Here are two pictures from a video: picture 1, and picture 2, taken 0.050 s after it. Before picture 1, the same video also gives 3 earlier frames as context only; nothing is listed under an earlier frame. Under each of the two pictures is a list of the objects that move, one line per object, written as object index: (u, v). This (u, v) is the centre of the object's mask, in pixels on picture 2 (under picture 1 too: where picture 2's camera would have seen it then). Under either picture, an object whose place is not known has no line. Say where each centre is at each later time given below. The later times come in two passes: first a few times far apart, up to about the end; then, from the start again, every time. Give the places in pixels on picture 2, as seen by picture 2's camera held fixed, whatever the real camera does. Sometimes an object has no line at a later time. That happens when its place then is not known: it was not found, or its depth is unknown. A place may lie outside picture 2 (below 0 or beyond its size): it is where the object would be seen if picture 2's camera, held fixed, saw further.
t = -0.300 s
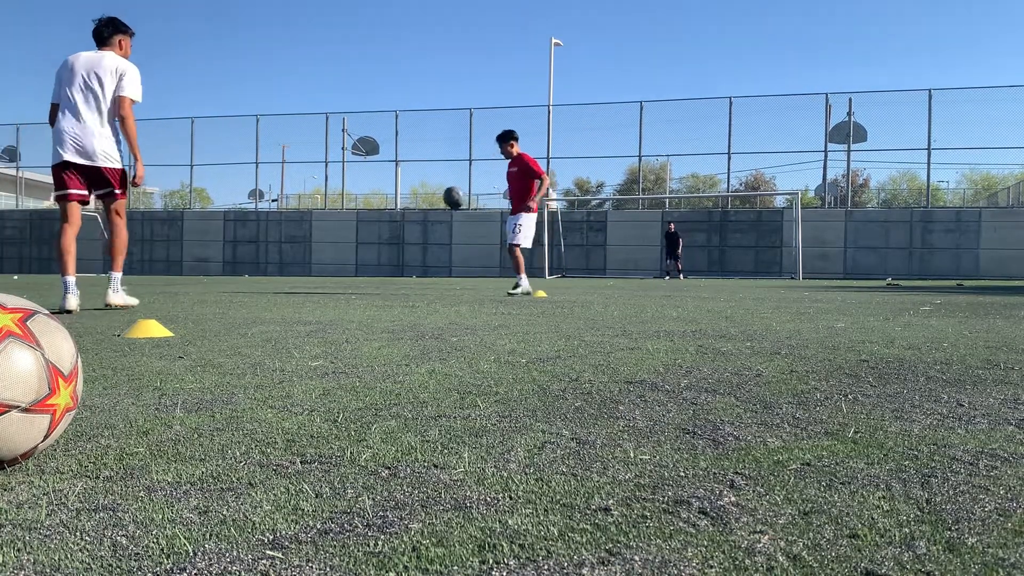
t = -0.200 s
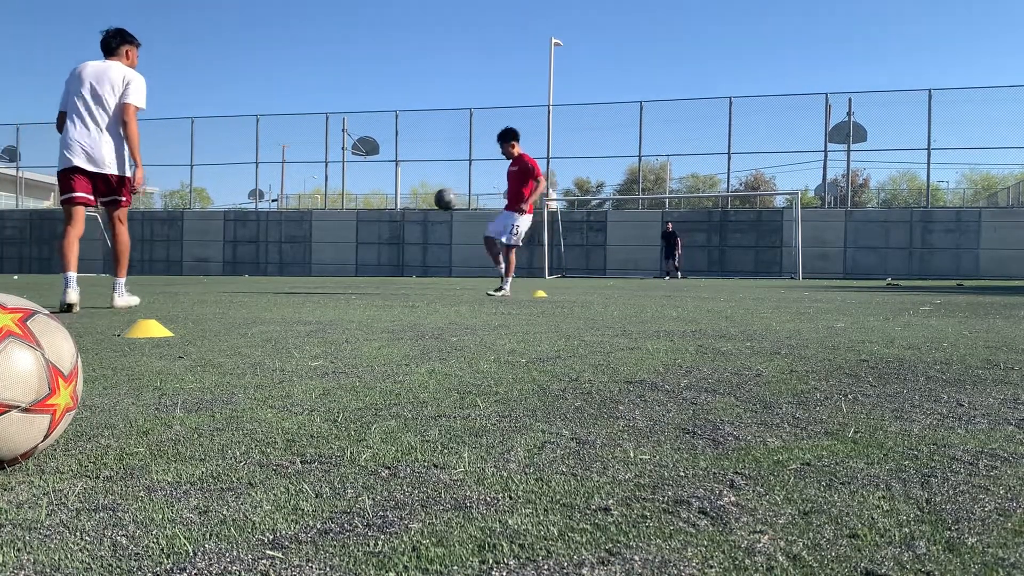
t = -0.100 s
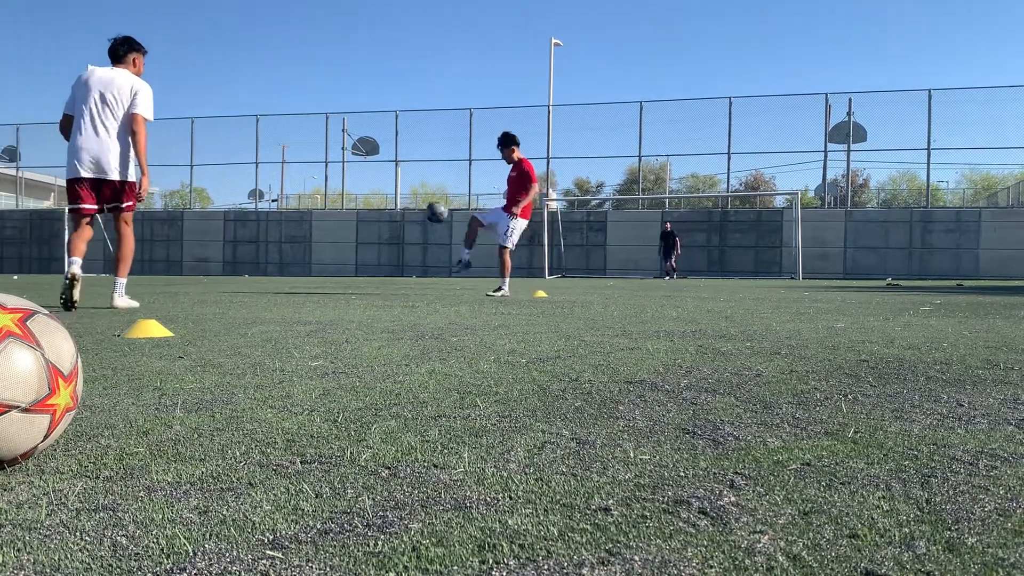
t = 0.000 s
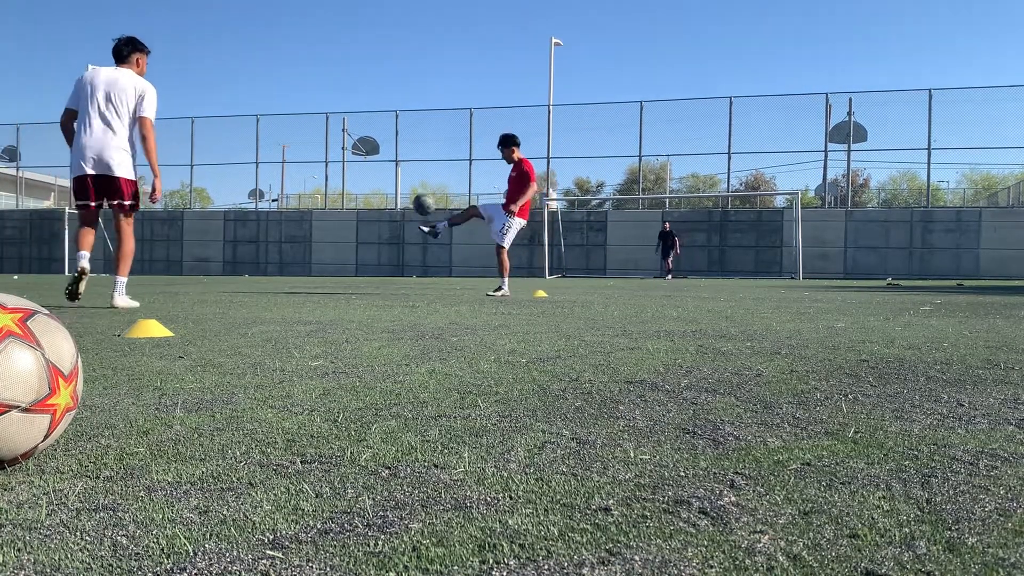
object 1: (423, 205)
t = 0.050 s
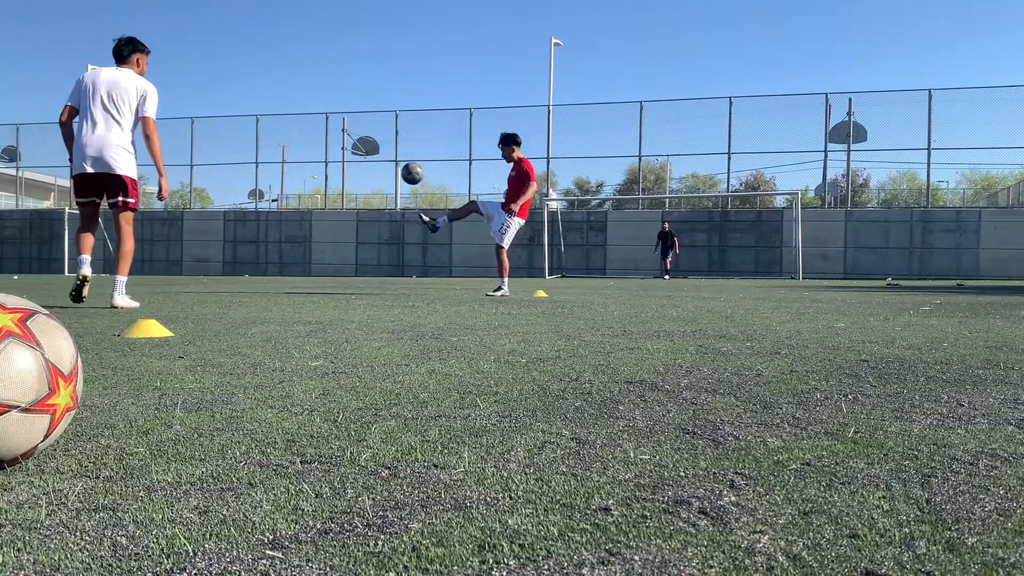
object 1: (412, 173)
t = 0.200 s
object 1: (379, 96)
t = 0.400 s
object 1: (334, 28)
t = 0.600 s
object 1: (290, 6)
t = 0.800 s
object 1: (247, 18)
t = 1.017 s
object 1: (203, 79)
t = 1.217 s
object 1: (164, 176)
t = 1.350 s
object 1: (141, 260)
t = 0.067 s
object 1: (408, 164)
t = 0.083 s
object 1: (405, 154)
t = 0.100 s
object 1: (401, 145)
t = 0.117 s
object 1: (397, 137)
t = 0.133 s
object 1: (393, 128)
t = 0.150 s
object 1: (390, 119)
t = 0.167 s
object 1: (386, 111)
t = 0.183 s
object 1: (382, 103)
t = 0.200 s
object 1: (379, 96)
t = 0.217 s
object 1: (375, 88)
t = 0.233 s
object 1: (371, 82)
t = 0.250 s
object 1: (367, 75)
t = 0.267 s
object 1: (363, 69)
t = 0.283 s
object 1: (360, 63)
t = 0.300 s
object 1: (356, 57)
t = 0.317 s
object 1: (352, 51)
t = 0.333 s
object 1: (349, 46)
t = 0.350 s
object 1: (345, 41)
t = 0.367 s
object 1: (341, 37)
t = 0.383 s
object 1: (338, 32)
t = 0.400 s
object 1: (334, 28)
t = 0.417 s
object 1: (330, 24)
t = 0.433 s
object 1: (327, 21)
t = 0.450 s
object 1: (323, 18)
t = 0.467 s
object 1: (319, 15)
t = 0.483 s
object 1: (315, 12)
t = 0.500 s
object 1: (312, 11)
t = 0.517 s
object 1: (308, 9)
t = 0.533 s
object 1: (305, 8)
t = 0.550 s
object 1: (301, 8)
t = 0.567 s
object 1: (297, 7)
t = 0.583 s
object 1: (294, 7)
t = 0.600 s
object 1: (290, 6)
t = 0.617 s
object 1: (287, 6)
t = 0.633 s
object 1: (283, 6)
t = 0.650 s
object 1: (279, 7)
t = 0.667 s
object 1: (276, 7)
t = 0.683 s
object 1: (272, 7)
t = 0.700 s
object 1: (269, 8)
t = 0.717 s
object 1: (265, 9)
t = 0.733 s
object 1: (262, 9)
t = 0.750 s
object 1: (258, 11)
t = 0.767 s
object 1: (254, 12)
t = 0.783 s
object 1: (251, 15)
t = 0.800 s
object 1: (247, 18)
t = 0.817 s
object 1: (244, 21)
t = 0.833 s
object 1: (241, 24)
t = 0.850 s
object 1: (237, 28)
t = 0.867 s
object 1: (233, 32)
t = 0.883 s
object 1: (230, 36)
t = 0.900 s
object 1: (227, 40)
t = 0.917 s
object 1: (223, 45)
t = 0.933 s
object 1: (220, 50)
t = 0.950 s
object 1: (216, 56)
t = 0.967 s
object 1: (213, 61)
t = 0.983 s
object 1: (210, 67)
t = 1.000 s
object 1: (206, 72)
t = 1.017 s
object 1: (203, 79)
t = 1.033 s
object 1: (199, 86)
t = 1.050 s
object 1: (196, 92)
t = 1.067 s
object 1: (193, 100)
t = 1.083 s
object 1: (189, 107)
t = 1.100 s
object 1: (186, 115)
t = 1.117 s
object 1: (183, 123)
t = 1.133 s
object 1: (179, 131)
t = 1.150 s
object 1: (176, 139)
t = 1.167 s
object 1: (173, 148)
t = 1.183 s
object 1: (170, 157)
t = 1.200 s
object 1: (167, 166)
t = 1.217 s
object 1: (164, 176)
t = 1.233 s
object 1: (160, 186)
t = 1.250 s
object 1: (157, 196)
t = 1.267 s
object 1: (153, 206)
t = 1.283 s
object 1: (153, 216)
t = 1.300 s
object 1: (149, 227)
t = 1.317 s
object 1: (147, 237)
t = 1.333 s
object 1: (144, 248)
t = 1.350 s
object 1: (141, 260)
